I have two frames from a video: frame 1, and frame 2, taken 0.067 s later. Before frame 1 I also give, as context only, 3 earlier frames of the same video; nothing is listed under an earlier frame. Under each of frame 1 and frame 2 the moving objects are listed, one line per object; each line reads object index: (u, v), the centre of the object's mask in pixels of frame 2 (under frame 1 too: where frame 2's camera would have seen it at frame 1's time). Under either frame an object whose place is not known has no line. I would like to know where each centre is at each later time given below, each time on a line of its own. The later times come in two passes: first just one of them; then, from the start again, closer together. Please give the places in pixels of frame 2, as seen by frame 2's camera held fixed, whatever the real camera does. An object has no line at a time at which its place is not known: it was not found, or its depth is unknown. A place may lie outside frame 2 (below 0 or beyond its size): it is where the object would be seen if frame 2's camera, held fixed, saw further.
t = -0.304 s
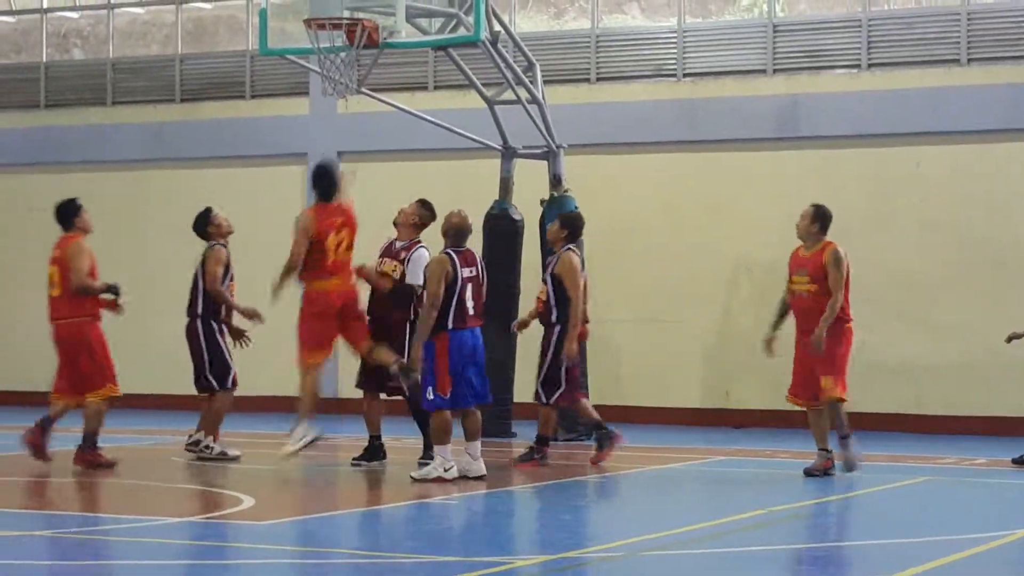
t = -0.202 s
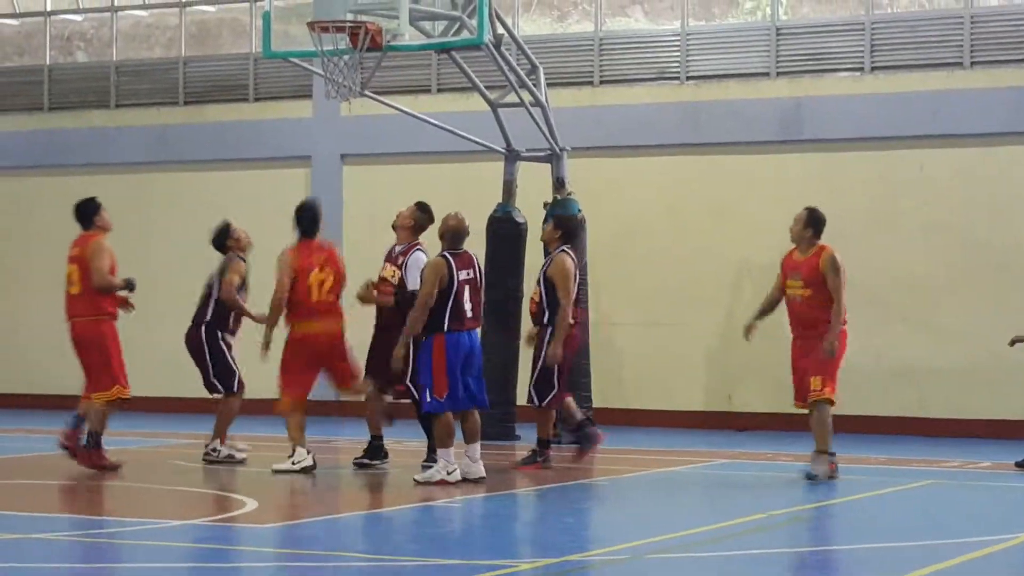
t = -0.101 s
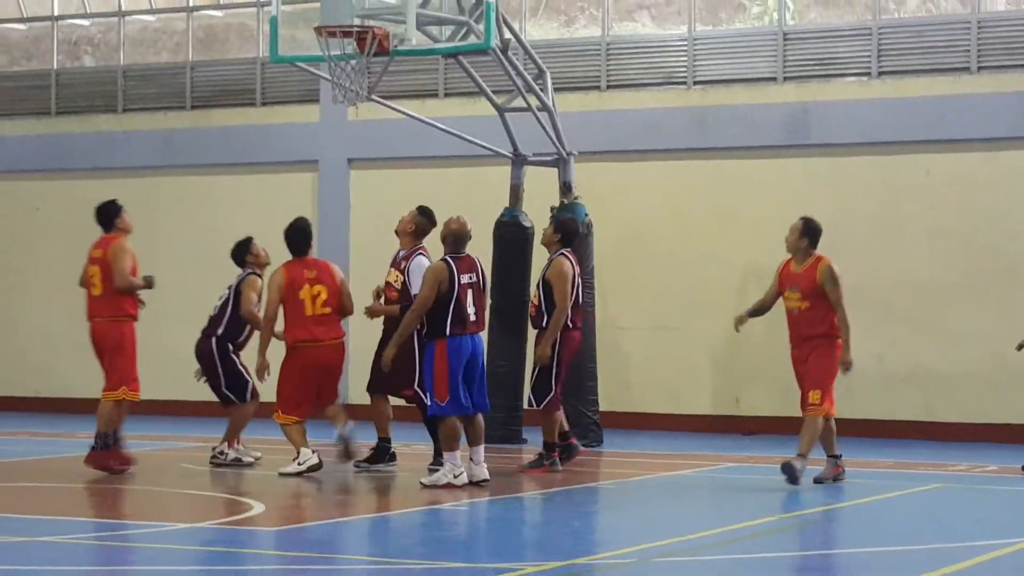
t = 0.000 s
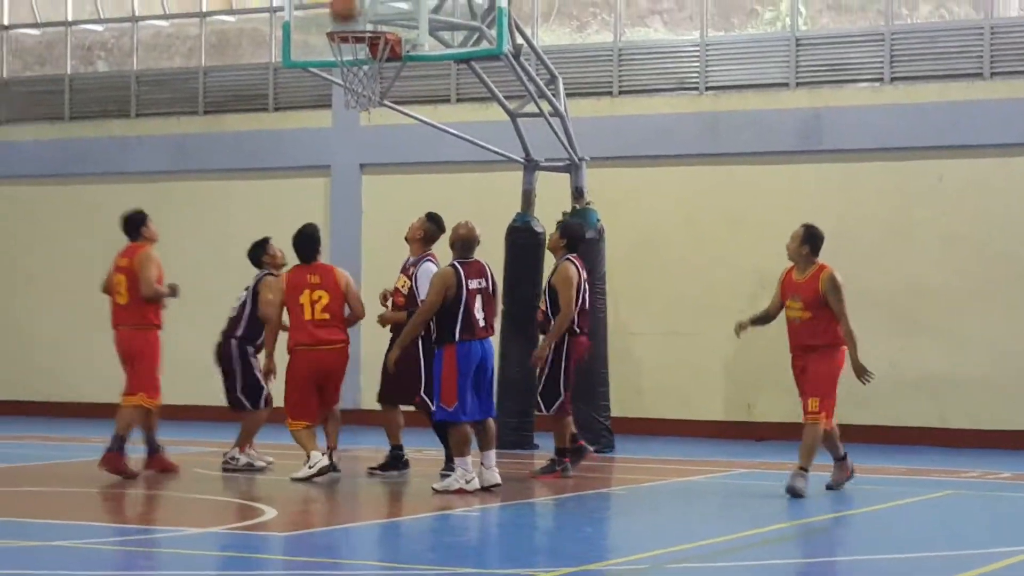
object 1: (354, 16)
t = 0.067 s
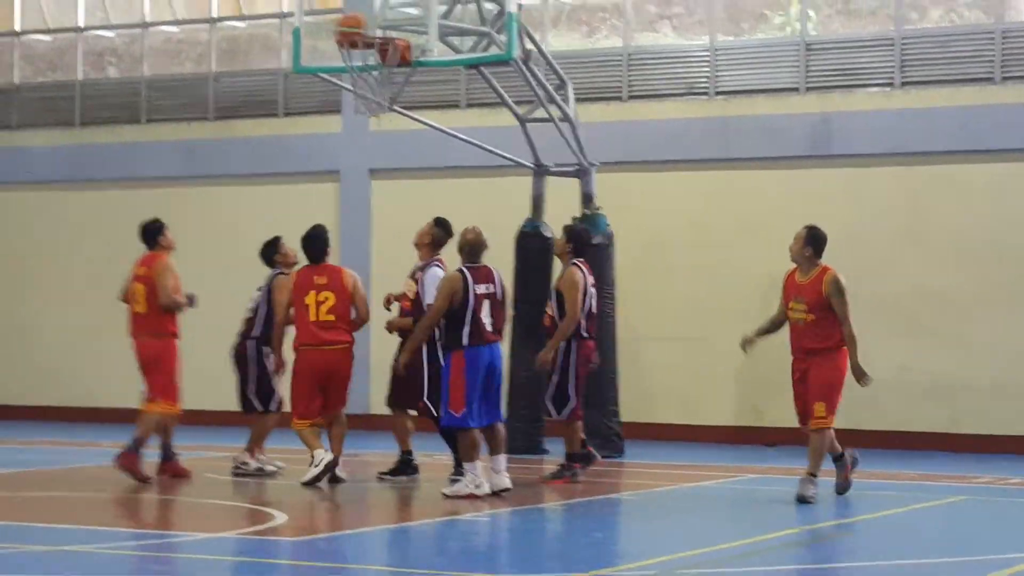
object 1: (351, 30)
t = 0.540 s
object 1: (387, 85)
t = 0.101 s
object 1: (356, 27)
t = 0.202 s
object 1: (376, 46)
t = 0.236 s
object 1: (375, 52)
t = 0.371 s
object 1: (395, 65)
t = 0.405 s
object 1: (395, 68)
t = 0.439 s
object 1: (394, 71)
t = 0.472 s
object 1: (391, 74)
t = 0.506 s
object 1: (389, 80)
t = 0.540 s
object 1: (387, 85)
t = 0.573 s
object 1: (384, 90)
